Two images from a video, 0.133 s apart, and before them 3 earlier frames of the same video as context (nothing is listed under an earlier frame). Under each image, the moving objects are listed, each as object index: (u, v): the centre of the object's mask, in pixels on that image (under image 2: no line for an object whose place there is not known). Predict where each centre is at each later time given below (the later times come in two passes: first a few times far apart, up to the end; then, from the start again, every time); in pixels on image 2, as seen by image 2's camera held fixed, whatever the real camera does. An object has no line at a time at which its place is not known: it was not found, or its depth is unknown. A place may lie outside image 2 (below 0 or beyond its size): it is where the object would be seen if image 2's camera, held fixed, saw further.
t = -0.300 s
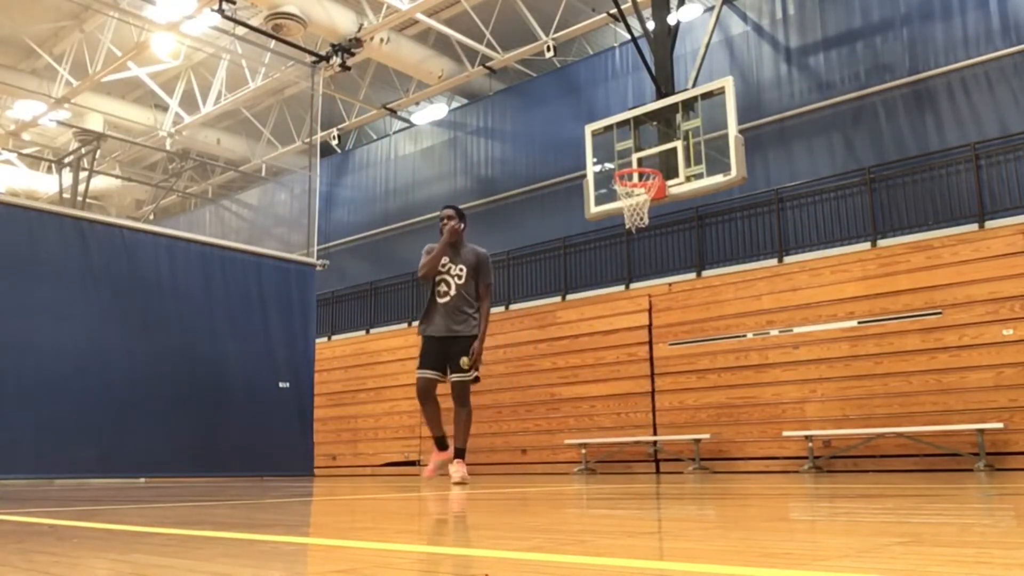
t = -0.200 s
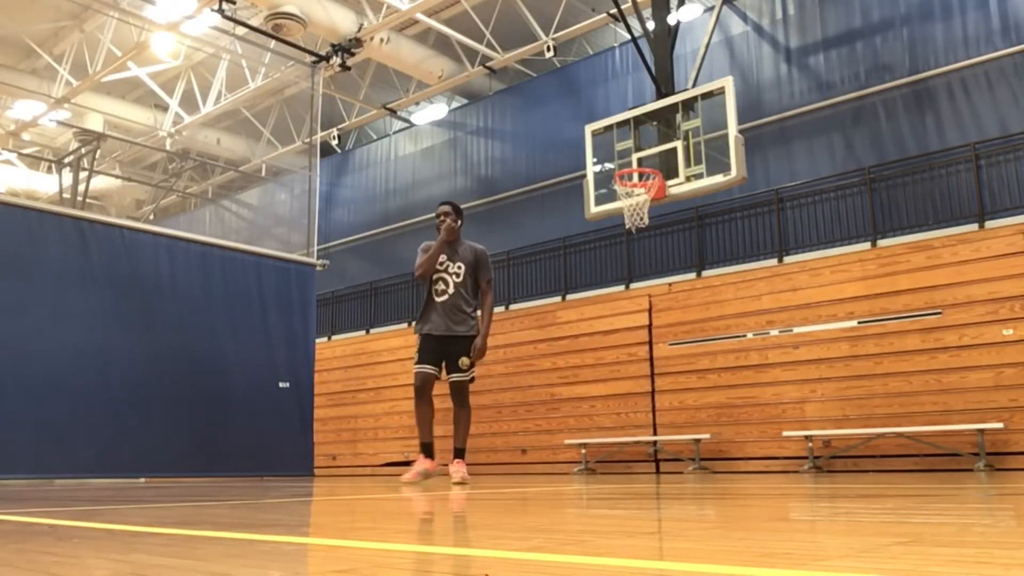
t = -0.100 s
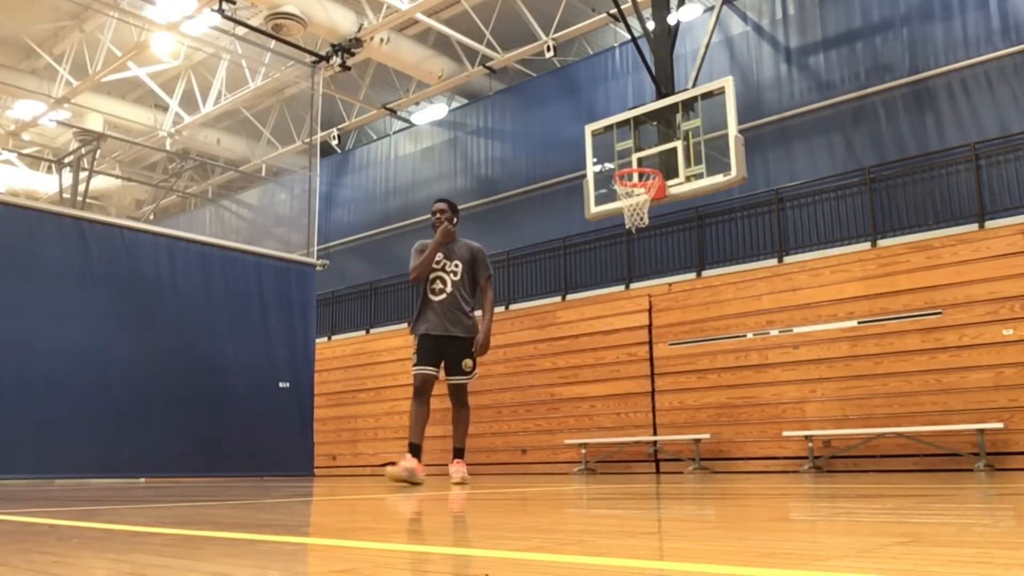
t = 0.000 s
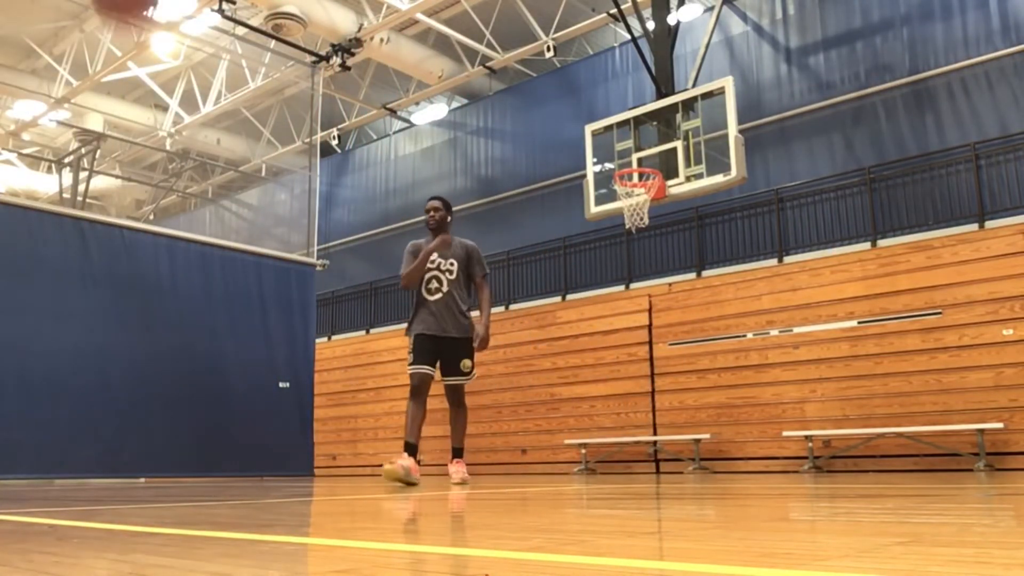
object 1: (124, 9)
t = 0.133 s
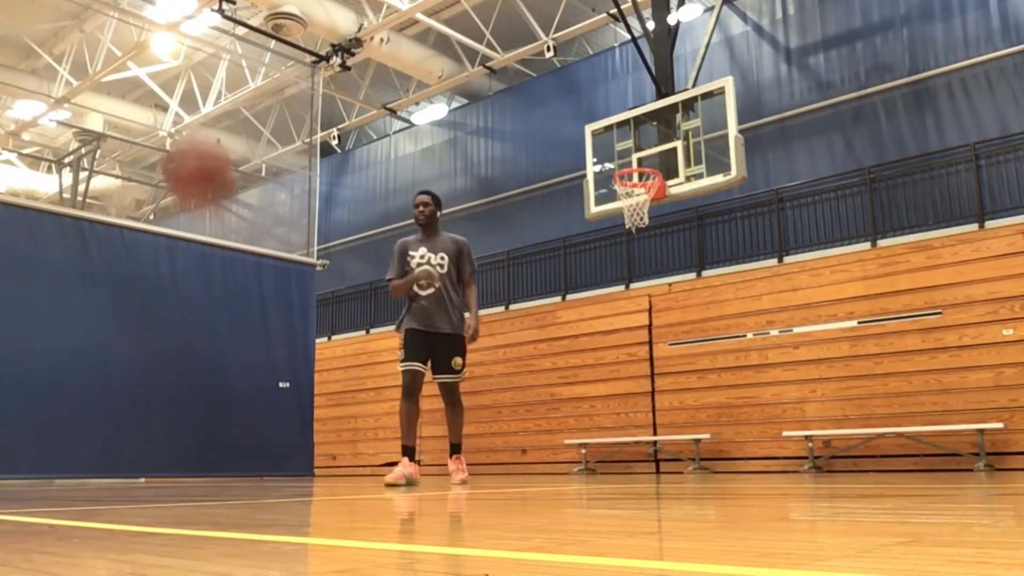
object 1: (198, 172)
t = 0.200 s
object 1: (228, 266)
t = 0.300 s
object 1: (264, 403)
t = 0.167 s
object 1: (214, 219)
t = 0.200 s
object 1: (228, 266)
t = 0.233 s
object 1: (240, 309)
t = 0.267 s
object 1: (252, 355)
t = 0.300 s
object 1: (264, 403)
